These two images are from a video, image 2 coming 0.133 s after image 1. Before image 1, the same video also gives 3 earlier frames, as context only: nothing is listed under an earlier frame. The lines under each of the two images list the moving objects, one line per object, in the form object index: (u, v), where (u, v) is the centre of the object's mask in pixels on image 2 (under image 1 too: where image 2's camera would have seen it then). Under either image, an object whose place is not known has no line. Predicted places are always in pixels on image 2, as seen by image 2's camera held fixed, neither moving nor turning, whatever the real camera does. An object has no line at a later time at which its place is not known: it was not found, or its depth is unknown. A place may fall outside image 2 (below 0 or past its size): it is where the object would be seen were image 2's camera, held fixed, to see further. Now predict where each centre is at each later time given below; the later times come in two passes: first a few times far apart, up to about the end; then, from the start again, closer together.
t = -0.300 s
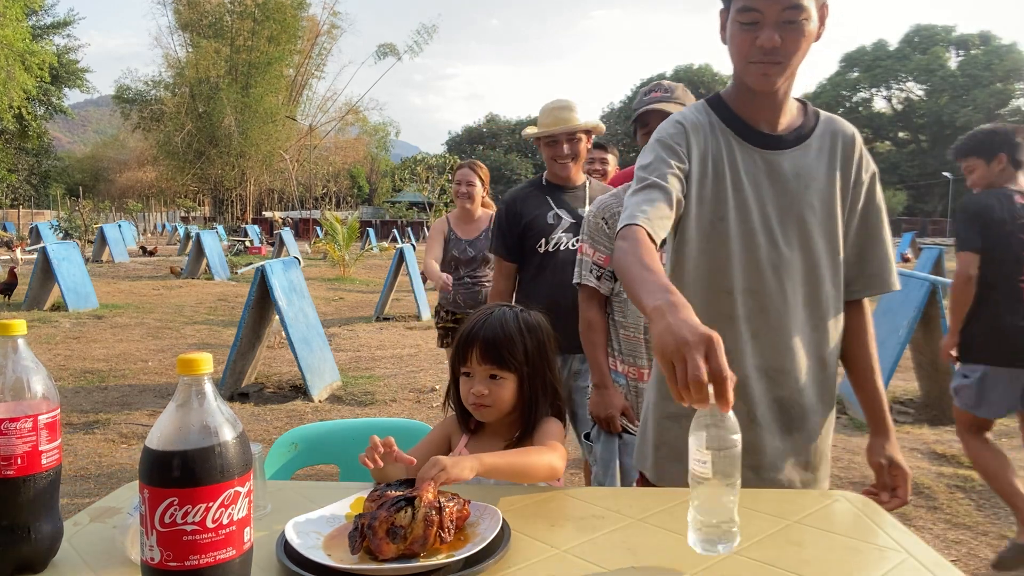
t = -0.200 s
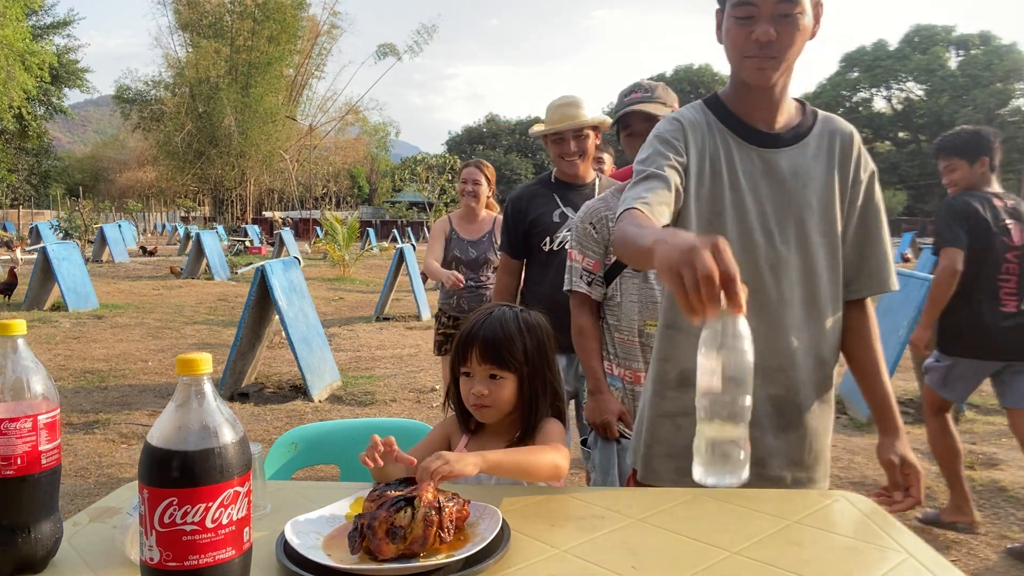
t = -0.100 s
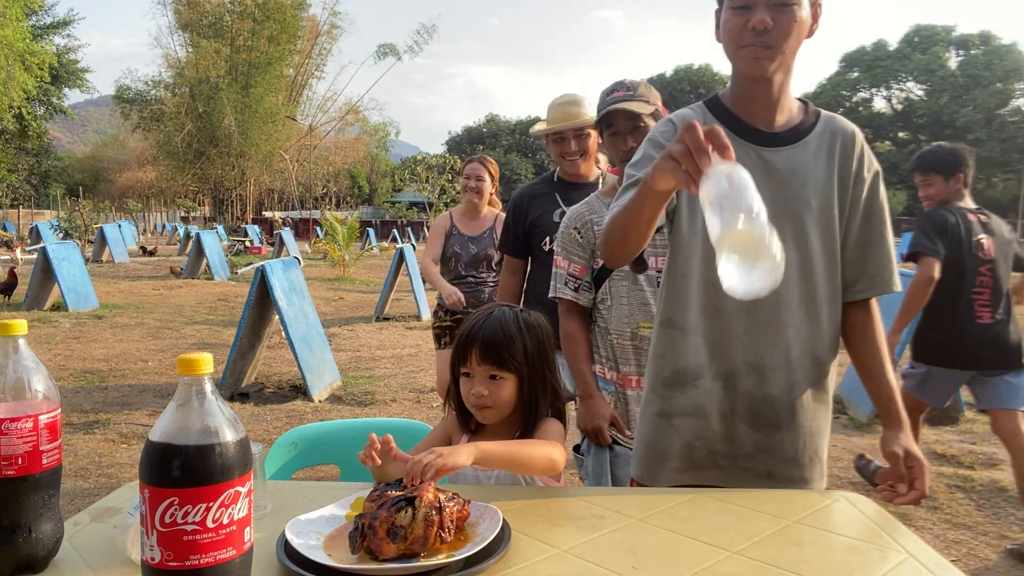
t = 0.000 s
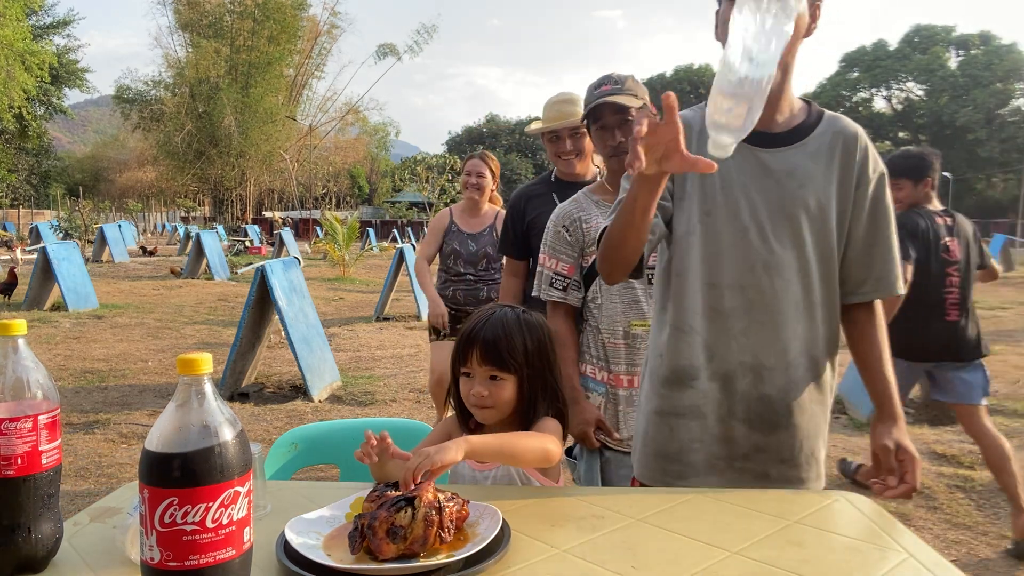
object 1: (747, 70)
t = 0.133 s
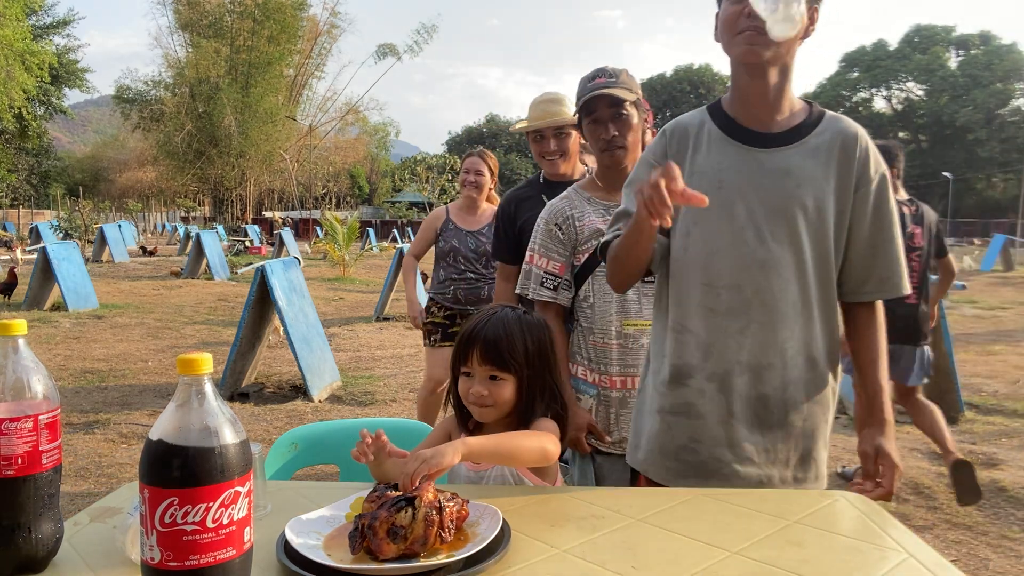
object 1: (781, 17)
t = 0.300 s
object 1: (754, 16)
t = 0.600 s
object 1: (757, 504)
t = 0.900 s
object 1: (749, 529)
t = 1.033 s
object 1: (745, 529)
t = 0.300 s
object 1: (754, 16)
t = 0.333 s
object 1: (766, 38)
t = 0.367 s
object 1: (768, 80)
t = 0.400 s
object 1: (767, 136)
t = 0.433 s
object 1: (764, 196)
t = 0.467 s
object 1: (761, 264)
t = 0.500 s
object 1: (756, 337)
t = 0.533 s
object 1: (752, 414)
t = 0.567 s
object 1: (750, 486)
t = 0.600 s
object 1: (757, 504)
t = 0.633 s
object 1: (754, 530)
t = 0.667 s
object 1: (755, 528)
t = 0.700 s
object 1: (755, 528)
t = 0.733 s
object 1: (755, 528)
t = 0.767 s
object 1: (755, 528)
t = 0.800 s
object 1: (753, 528)
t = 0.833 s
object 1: (752, 528)
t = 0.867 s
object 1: (750, 529)
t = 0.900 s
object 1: (749, 529)
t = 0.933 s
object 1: (748, 529)
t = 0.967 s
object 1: (748, 529)
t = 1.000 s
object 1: (747, 529)
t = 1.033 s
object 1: (745, 529)
